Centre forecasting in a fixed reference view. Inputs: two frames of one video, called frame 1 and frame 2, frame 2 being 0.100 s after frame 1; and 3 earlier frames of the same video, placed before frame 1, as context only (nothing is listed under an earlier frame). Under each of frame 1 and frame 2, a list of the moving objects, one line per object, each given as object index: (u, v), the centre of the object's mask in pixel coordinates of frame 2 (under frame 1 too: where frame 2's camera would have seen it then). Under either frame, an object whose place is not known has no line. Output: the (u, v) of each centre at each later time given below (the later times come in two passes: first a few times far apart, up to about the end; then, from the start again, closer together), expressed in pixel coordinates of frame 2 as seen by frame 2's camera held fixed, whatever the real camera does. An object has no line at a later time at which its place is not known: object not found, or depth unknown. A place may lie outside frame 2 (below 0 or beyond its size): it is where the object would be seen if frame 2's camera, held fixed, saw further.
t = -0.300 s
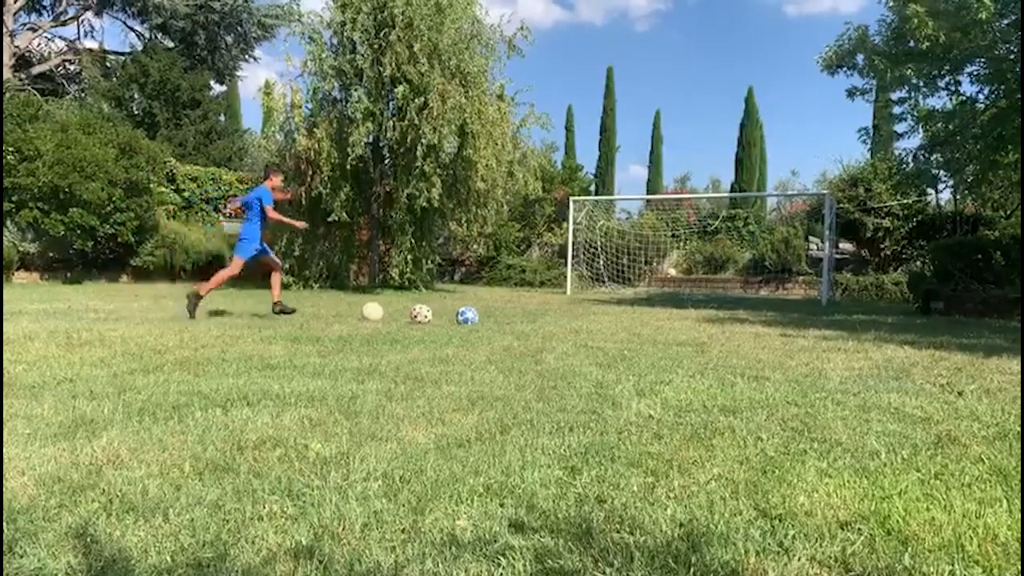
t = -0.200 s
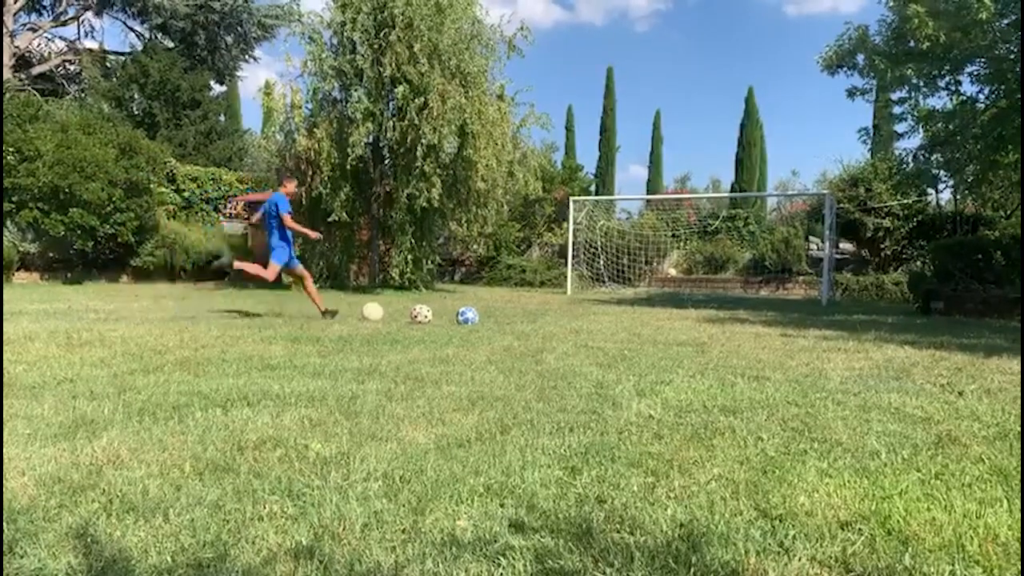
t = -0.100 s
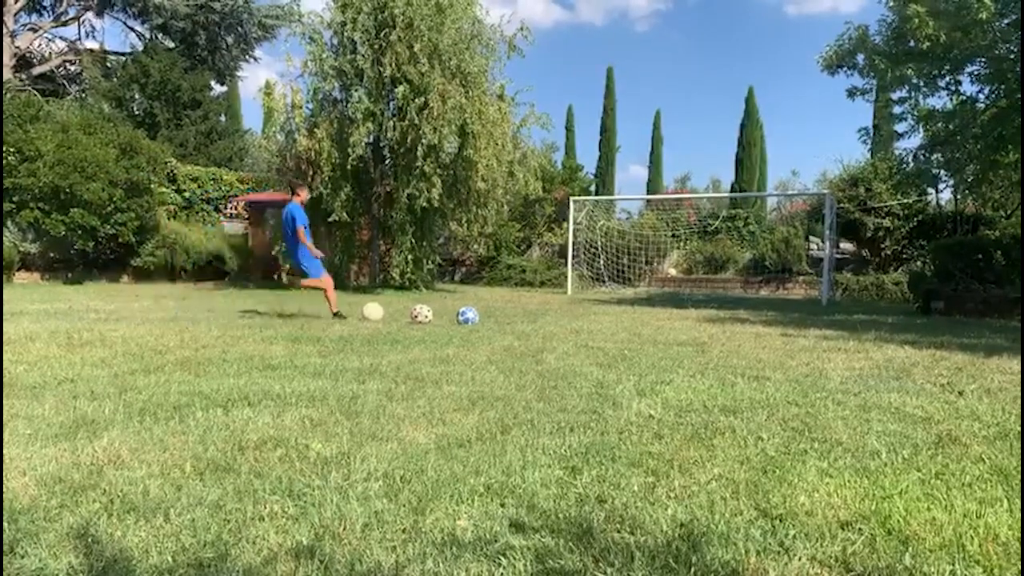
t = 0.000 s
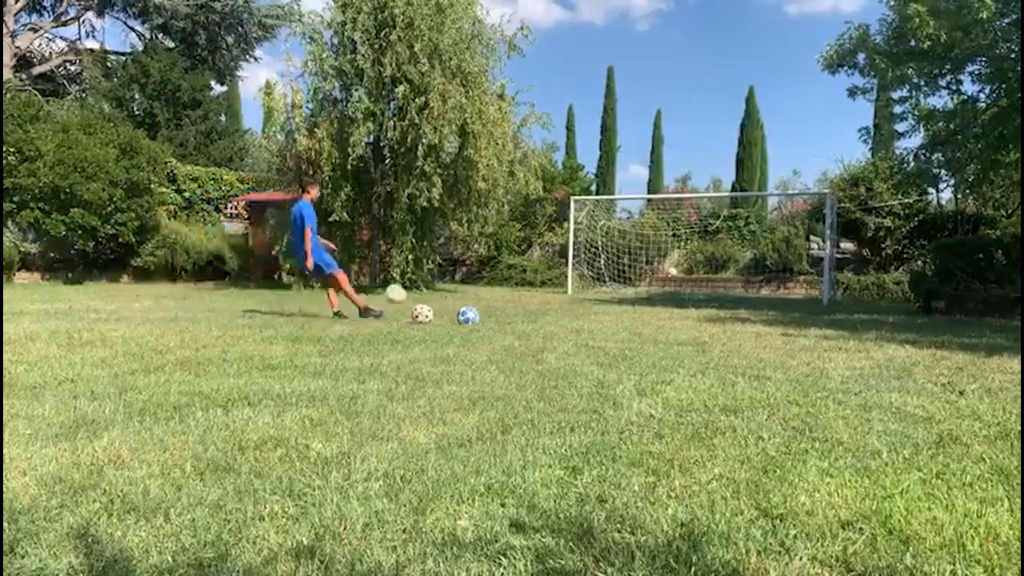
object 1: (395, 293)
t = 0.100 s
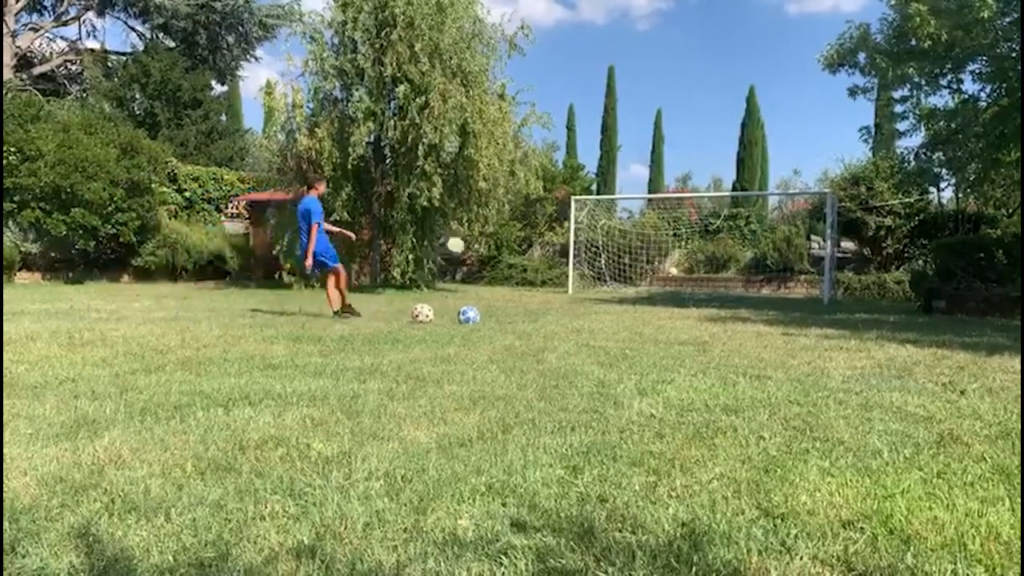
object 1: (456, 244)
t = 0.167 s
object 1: (487, 222)
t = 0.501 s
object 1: (594, 175)
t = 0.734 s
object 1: (638, 184)
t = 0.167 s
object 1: (487, 222)
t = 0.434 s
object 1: (578, 179)
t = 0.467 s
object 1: (587, 176)
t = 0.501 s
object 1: (594, 175)
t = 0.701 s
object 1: (633, 182)
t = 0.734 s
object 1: (638, 184)
